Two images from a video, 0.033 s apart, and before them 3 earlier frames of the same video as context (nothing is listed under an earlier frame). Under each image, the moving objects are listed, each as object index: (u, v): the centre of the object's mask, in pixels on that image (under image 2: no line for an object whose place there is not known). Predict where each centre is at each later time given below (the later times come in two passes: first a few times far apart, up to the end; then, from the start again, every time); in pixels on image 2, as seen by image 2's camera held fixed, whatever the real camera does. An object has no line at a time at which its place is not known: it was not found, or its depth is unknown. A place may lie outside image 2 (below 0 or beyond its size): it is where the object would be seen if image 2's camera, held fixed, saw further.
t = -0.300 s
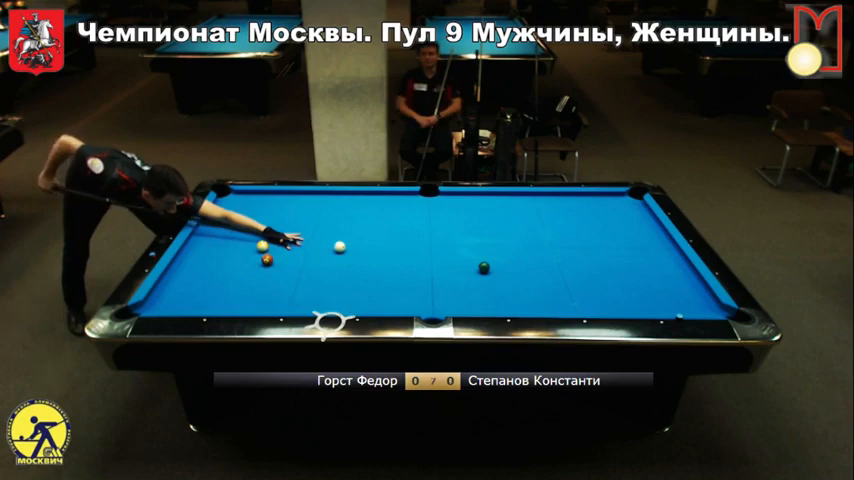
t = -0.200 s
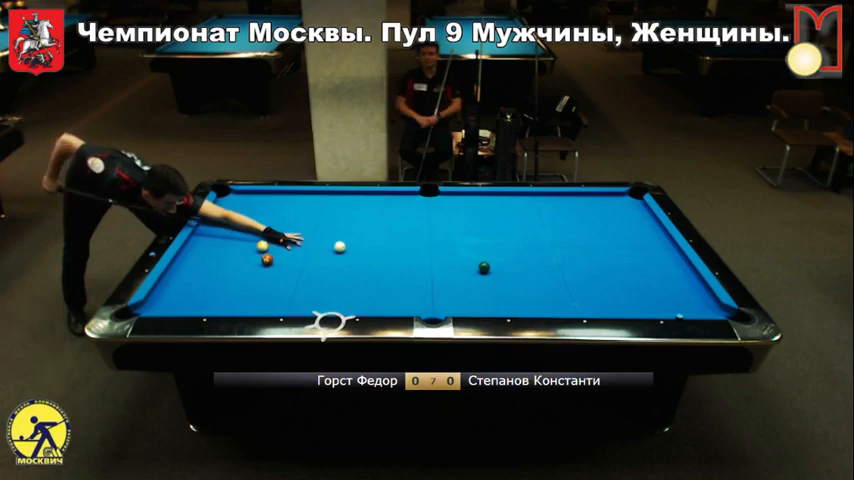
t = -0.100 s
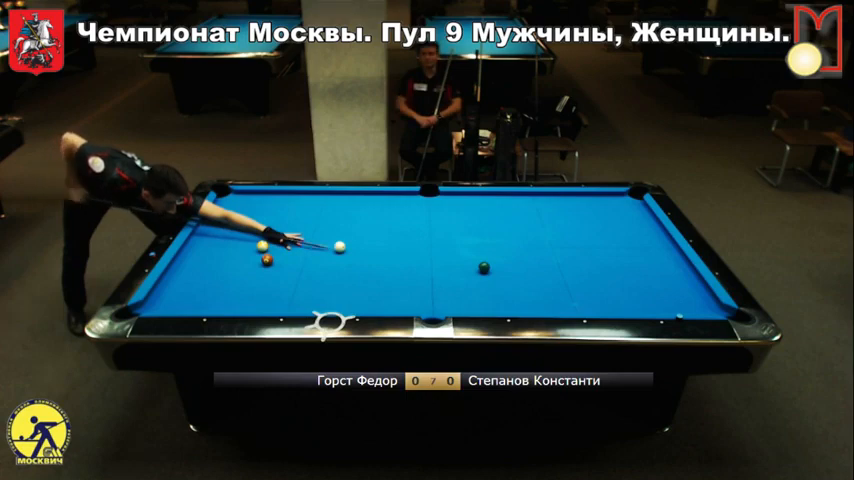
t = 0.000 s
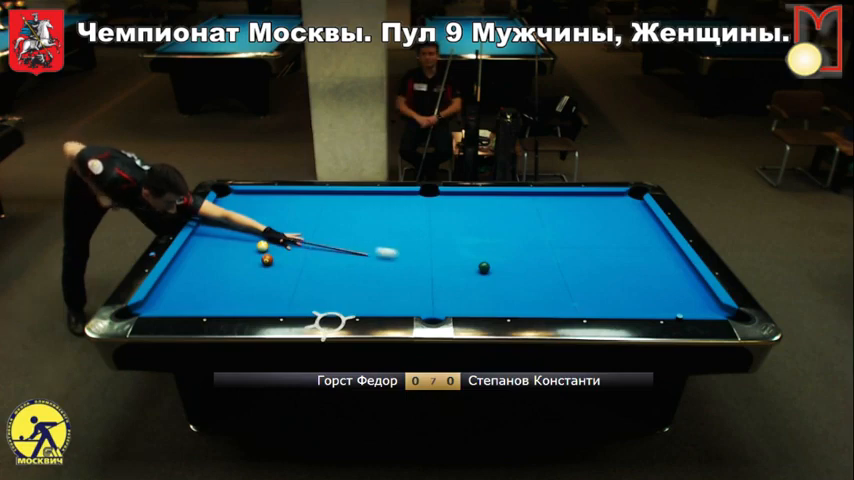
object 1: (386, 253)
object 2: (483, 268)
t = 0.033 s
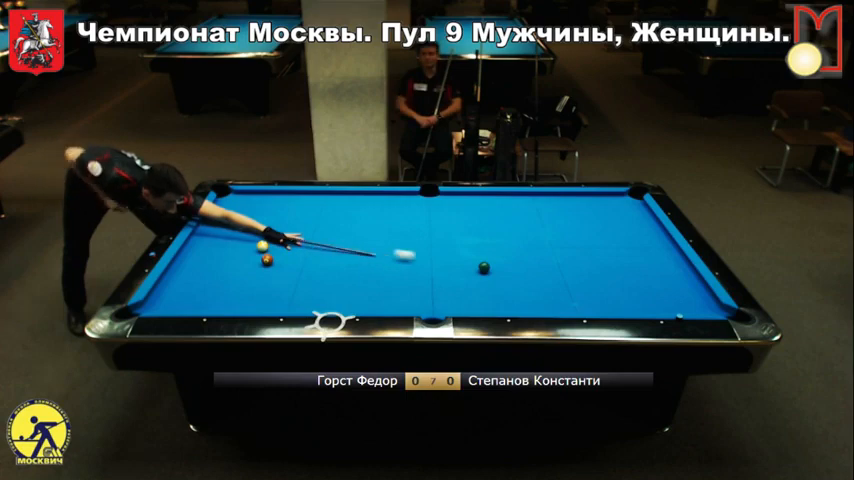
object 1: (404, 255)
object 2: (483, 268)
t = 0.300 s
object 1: (471, 261)
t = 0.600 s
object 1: (457, 254)
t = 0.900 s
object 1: (444, 248)
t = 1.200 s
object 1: (432, 243)
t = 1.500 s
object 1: (421, 237)
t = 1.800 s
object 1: (412, 233)
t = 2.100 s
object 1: (404, 229)
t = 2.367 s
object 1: (397, 225)
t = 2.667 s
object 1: (392, 222)
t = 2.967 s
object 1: (387, 219)
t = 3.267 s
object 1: (383, 217)
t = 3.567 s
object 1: (379, 215)
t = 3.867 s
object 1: (377, 214)
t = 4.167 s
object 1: (375, 213)
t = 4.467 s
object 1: (375, 212)
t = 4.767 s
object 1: (374, 212)
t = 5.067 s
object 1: (374, 212)
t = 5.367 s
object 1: (374, 212)
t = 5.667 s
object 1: (374, 212)
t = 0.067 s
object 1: (422, 257)
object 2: (483, 268)
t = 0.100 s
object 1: (440, 260)
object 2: (483, 268)
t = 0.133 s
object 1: (457, 262)
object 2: (483, 268)
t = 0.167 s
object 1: (471, 264)
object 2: (485, 268)
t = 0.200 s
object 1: (473, 264)
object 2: (502, 273)
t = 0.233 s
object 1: (473, 263)
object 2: (518, 275)
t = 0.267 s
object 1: (472, 262)
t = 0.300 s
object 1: (471, 261)
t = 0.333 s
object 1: (470, 260)
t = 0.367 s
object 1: (469, 259)
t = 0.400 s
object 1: (467, 259)
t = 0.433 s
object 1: (465, 258)
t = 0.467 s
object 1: (464, 257)
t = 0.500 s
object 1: (462, 257)
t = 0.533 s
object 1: (460, 256)
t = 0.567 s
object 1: (459, 255)
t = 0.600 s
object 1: (457, 254)
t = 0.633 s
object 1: (456, 254)
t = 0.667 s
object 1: (454, 253)
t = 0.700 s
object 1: (453, 252)
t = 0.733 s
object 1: (451, 251)
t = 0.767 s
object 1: (450, 251)
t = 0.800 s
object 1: (448, 250)
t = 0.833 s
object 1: (447, 250)
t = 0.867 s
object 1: (445, 249)
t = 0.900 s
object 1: (444, 248)
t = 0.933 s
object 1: (442, 247)
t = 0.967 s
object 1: (441, 247)
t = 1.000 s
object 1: (440, 246)
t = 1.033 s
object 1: (438, 246)
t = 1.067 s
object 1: (437, 245)
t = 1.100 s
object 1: (436, 244)
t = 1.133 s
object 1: (434, 244)
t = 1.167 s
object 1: (433, 243)
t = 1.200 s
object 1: (432, 243)
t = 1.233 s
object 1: (430, 242)
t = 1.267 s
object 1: (429, 241)
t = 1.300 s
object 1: (428, 241)
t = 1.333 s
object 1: (427, 240)
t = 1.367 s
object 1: (426, 240)
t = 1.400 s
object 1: (424, 239)
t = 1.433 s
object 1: (424, 238)
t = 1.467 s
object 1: (422, 238)
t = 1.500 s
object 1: (421, 237)
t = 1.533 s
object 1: (420, 237)
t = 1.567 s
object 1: (419, 236)
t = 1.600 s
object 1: (418, 236)
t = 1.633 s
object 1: (417, 235)
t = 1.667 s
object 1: (416, 235)
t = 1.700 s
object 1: (415, 234)
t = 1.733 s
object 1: (414, 234)
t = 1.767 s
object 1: (413, 233)
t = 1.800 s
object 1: (412, 233)
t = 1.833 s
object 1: (411, 232)
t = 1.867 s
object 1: (410, 232)
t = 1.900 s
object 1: (409, 232)
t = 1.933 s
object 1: (408, 231)
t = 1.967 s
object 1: (407, 231)
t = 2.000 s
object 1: (406, 230)
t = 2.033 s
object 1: (405, 230)
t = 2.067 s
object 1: (405, 229)
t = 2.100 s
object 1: (404, 229)
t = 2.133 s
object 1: (403, 229)
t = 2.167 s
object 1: (402, 228)
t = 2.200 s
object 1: (401, 228)
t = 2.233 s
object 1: (401, 227)
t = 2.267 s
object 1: (400, 227)
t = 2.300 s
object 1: (399, 226)
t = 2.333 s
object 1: (398, 226)
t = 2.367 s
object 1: (397, 225)
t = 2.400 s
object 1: (397, 225)
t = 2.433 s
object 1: (396, 225)
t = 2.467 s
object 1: (395, 224)
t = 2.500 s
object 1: (395, 224)
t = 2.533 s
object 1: (394, 224)
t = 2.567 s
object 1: (393, 223)
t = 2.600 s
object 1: (393, 223)
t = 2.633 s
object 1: (392, 223)
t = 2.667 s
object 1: (392, 222)
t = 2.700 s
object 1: (391, 222)
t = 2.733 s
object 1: (390, 222)
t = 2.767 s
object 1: (390, 221)
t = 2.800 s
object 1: (389, 221)
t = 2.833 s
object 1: (389, 221)
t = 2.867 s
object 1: (388, 220)
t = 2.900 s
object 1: (388, 220)
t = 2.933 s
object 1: (387, 220)
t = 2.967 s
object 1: (387, 219)
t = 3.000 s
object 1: (386, 219)
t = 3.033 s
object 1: (386, 219)
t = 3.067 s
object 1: (385, 218)
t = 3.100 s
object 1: (385, 218)
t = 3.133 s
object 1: (384, 218)
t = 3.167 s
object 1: (384, 218)
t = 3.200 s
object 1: (383, 218)
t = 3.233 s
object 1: (383, 217)
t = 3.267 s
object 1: (383, 217)
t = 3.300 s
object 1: (382, 217)
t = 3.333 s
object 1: (382, 217)
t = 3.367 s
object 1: (381, 216)
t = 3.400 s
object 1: (381, 216)
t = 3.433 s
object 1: (381, 216)
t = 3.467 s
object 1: (380, 216)
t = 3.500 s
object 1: (380, 216)
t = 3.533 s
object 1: (380, 215)
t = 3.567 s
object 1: (379, 215)
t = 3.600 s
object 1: (379, 215)
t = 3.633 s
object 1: (379, 215)
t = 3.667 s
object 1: (378, 215)
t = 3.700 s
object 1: (378, 215)
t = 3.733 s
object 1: (378, 214)
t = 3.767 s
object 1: (378, 214)
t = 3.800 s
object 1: (377, 214)
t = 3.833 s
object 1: (377, 214)
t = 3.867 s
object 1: (377, 214)
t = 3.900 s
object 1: (377, 214)
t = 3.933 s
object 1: (376, 214)
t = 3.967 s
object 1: (376, 213)
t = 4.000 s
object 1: (376, 213)
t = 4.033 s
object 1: (376, 213)
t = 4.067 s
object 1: (376, 213)
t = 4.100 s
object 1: (376, 213)
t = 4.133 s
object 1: (375, 213)
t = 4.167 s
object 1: (375, 213)
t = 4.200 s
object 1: (375, 212)
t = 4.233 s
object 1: (375, 212)
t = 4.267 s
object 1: (375, 212)
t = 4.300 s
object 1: (375, 212)
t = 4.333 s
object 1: (375, 212)
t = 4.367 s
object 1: (375, 212)
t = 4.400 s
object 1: (375, 212)
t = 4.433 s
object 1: (375, 212)
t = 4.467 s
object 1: (375, 212)
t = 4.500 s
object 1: (375, 212)
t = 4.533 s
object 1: (375, 212)
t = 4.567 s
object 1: (375, 212)
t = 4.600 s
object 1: (374, 212)
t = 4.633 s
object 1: (374, 212)
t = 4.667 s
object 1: (374, 212)
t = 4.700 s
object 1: (374, 212)
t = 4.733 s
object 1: (374, 212)
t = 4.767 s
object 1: (374, 212)
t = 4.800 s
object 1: (374, 212)
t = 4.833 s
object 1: (374, 212)
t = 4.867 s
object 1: (374, 212)
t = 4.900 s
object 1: (374, 212)
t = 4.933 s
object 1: (374, 212)
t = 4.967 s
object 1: (374, 212)
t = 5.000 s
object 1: (374, 212)
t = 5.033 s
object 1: (374, 212)
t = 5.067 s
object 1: (374, 212)
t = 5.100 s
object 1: (374, 211)
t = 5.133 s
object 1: (374, 211)
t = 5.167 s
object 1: (374, 211)
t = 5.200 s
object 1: (374, 211)
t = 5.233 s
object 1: (374, 212)
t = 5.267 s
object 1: (374, 212)
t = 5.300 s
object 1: (374, 211)
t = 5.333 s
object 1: (374, 212)
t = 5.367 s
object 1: (374, 212)
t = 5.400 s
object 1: (374, 212)
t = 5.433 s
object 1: (374, 212)
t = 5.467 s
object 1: (374, 212)
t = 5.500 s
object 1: (374, 212)
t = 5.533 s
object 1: (374, 212)
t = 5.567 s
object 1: (374, 212)
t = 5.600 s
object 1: (374, 212)
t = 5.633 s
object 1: (374, 212)
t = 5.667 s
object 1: (374, 212)
